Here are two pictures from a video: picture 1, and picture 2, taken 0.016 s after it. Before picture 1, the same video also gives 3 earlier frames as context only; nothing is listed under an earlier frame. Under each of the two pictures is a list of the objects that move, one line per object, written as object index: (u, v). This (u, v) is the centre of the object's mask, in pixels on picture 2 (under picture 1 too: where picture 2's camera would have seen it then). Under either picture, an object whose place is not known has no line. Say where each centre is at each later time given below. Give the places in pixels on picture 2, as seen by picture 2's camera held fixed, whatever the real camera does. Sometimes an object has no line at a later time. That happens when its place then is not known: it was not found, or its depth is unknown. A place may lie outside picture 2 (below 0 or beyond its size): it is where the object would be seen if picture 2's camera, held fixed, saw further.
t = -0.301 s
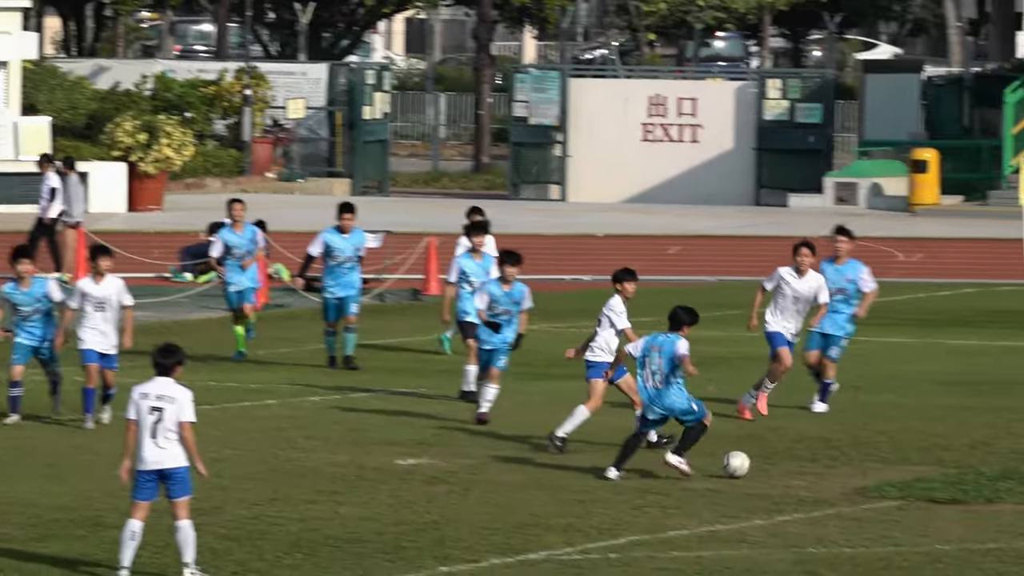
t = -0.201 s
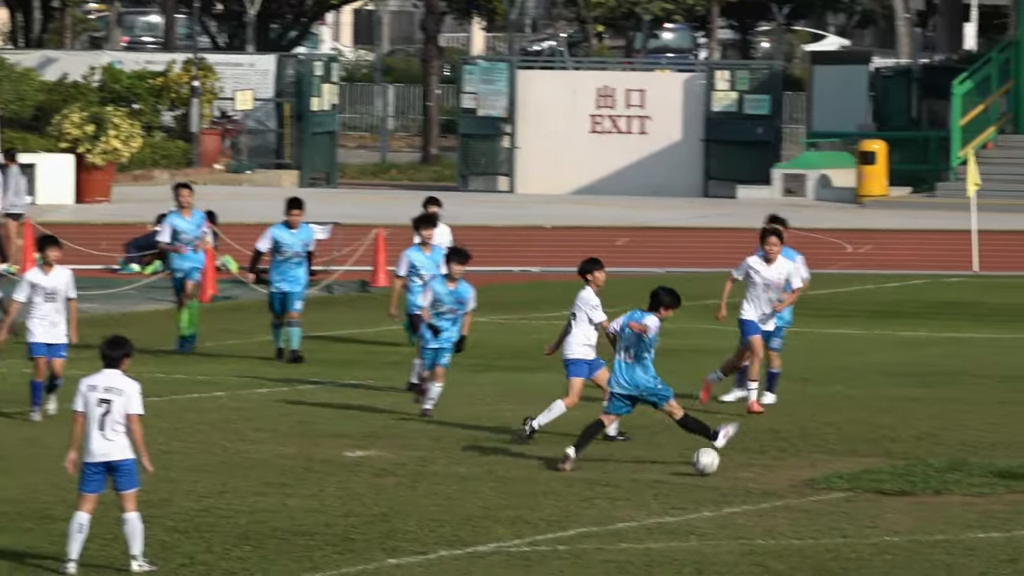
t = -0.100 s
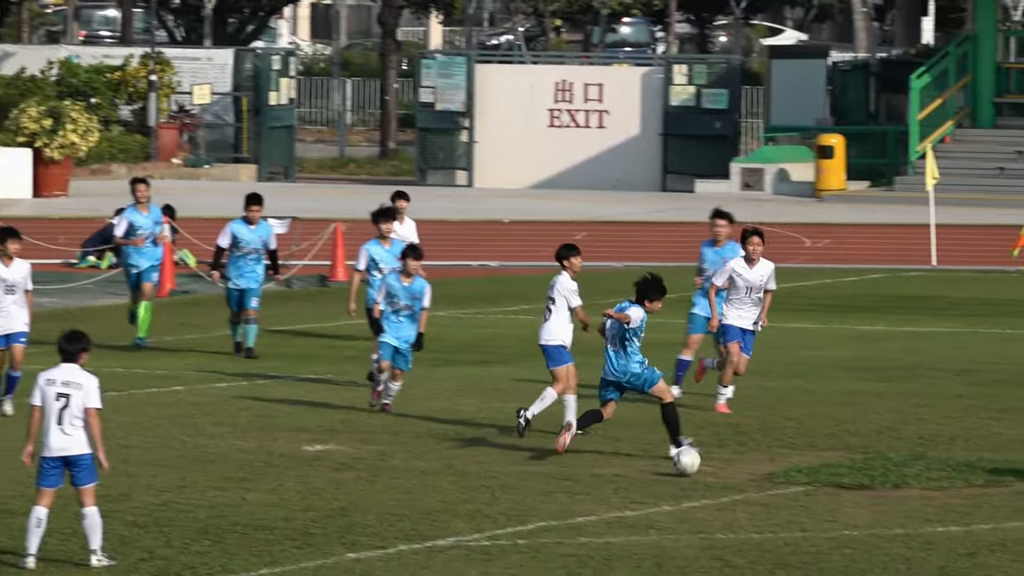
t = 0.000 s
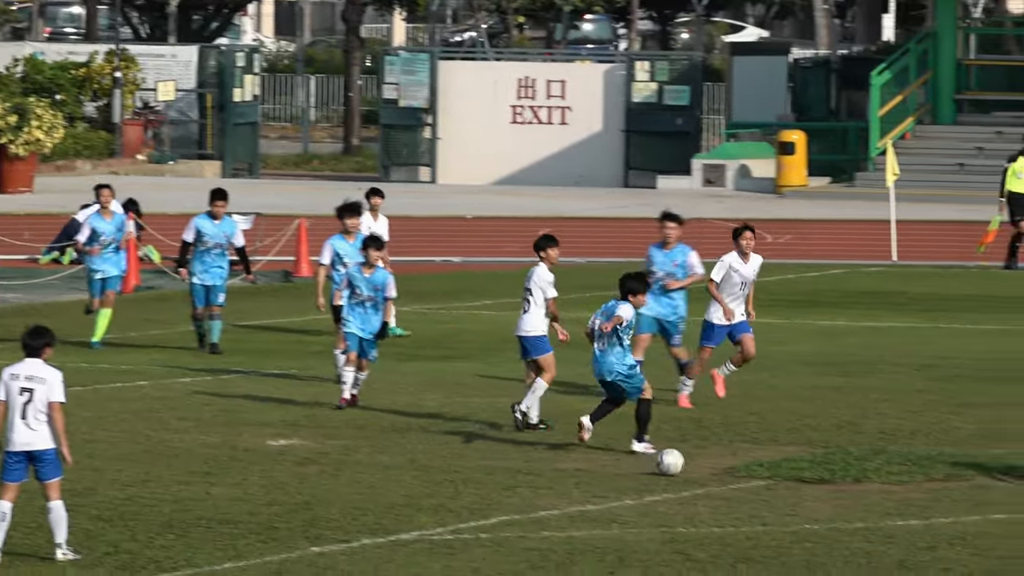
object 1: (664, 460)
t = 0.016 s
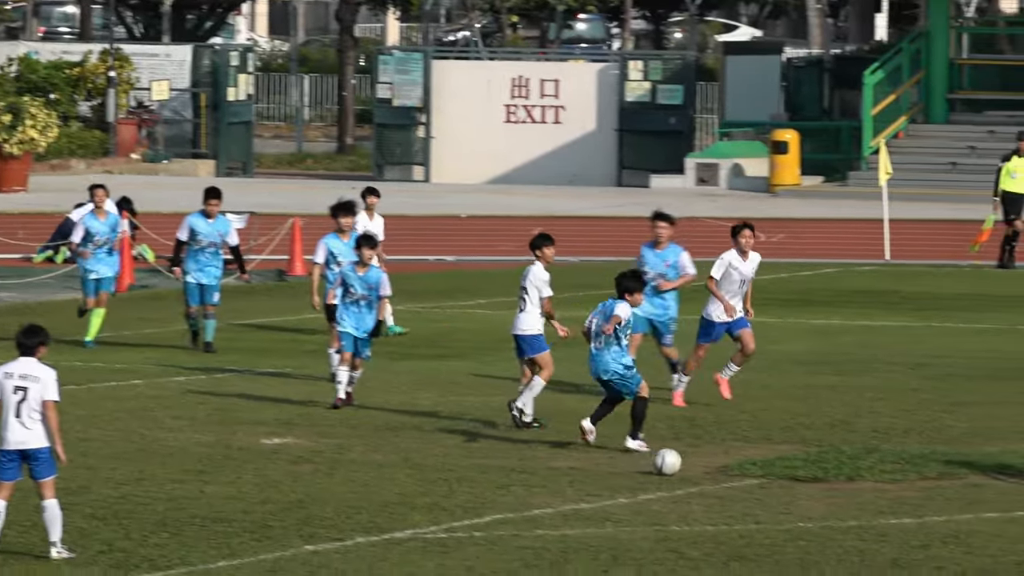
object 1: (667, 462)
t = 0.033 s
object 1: (671, 463)
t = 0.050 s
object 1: (674, 465)
